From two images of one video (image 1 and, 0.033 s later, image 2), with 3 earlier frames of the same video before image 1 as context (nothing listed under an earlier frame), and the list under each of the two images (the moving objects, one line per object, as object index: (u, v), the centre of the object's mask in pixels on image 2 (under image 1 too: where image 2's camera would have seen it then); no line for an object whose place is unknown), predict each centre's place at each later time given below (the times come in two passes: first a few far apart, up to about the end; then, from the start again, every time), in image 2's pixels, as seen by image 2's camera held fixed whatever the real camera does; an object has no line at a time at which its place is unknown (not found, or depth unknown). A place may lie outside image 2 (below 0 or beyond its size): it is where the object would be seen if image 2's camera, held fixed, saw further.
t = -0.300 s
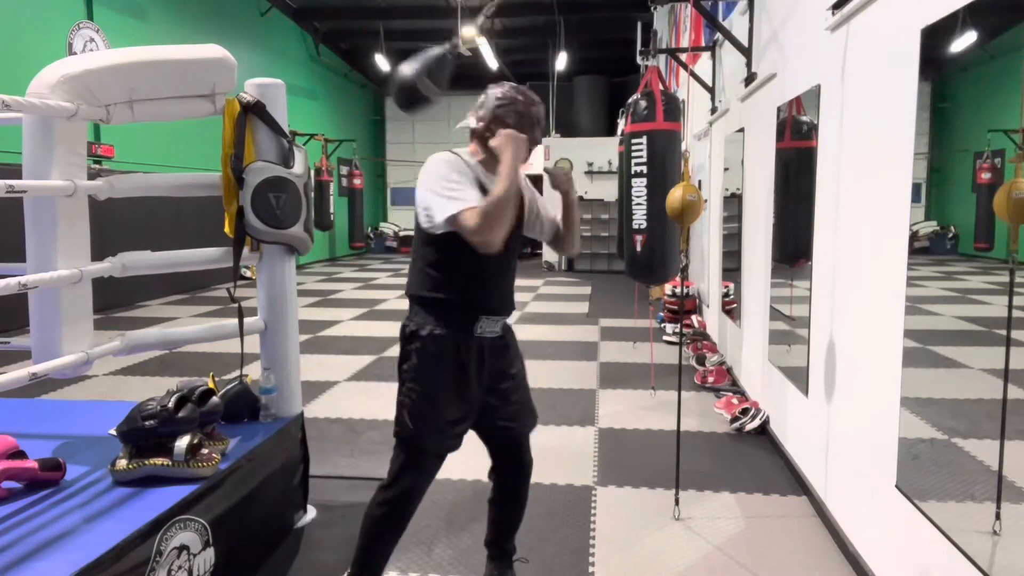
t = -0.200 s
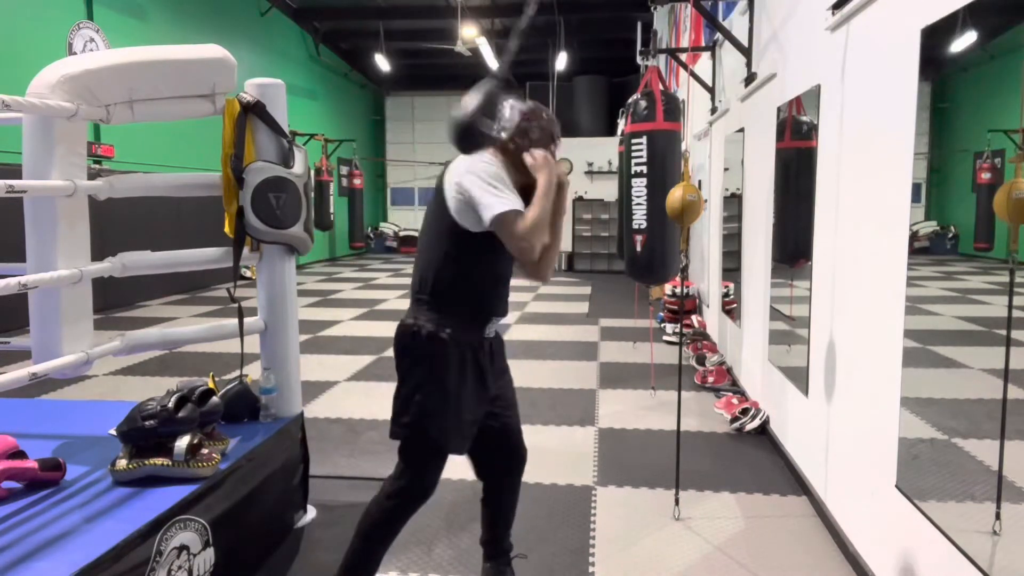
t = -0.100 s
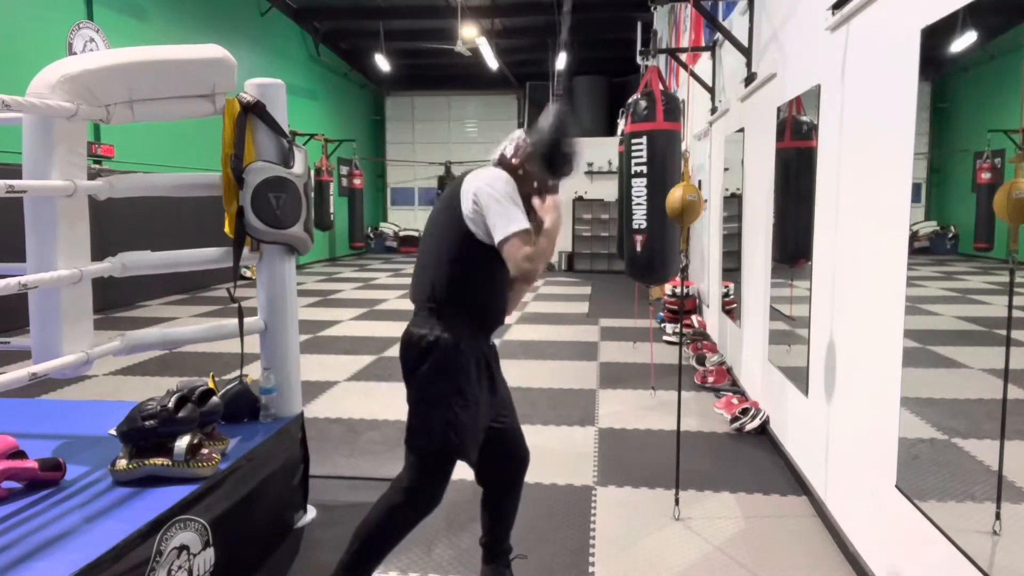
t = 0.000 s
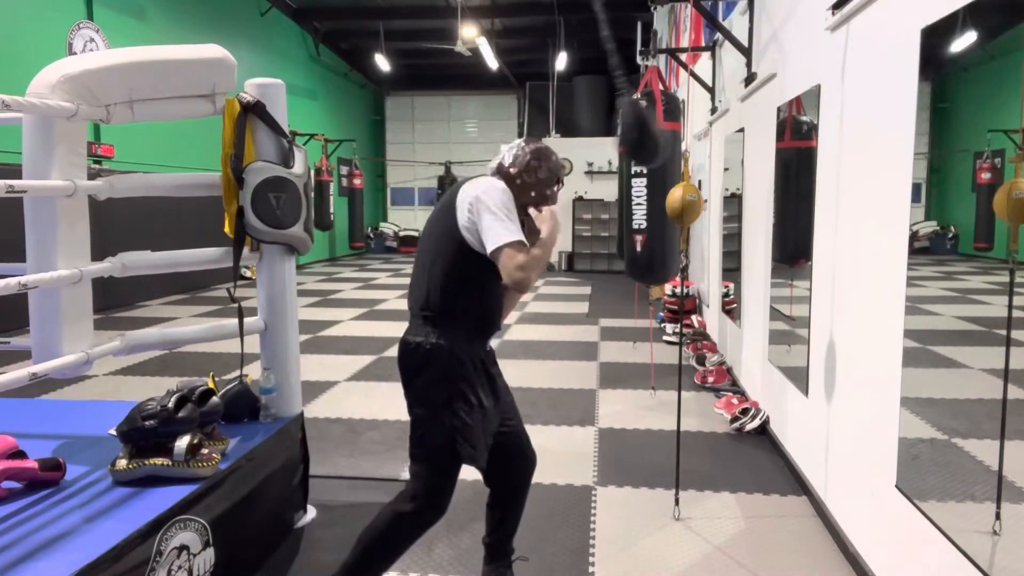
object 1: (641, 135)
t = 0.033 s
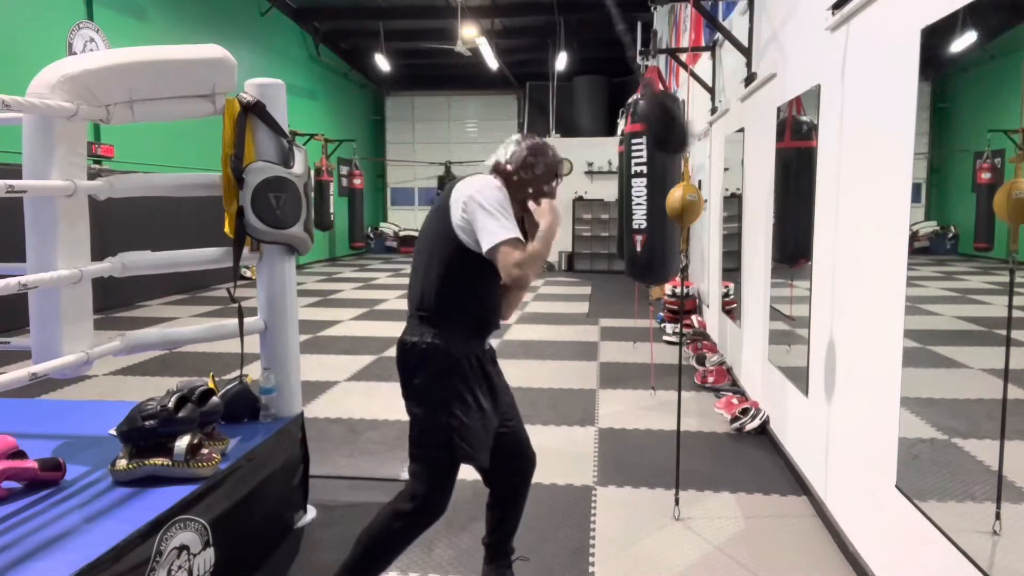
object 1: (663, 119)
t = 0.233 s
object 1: (752, 49)
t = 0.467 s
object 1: (744, 55)
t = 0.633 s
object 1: (670, 119)
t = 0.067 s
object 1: (685, 111)
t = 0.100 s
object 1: (707, 99)
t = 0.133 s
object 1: (721, 85)
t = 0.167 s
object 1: (734, 71)
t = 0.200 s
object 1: (744, 59)
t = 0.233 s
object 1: (752, 49)
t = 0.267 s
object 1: (756, 42)
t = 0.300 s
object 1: (758, 37)
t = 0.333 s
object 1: (758, 35)
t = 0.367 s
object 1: (758, 36)
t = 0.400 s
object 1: (756, 40)
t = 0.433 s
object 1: (752, 46)
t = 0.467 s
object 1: (744, 55)
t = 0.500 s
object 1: (734, 66)
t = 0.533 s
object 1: (722, 78)
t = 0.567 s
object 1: (709, 93)
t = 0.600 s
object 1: (690, 107)
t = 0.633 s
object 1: (670, 119)
